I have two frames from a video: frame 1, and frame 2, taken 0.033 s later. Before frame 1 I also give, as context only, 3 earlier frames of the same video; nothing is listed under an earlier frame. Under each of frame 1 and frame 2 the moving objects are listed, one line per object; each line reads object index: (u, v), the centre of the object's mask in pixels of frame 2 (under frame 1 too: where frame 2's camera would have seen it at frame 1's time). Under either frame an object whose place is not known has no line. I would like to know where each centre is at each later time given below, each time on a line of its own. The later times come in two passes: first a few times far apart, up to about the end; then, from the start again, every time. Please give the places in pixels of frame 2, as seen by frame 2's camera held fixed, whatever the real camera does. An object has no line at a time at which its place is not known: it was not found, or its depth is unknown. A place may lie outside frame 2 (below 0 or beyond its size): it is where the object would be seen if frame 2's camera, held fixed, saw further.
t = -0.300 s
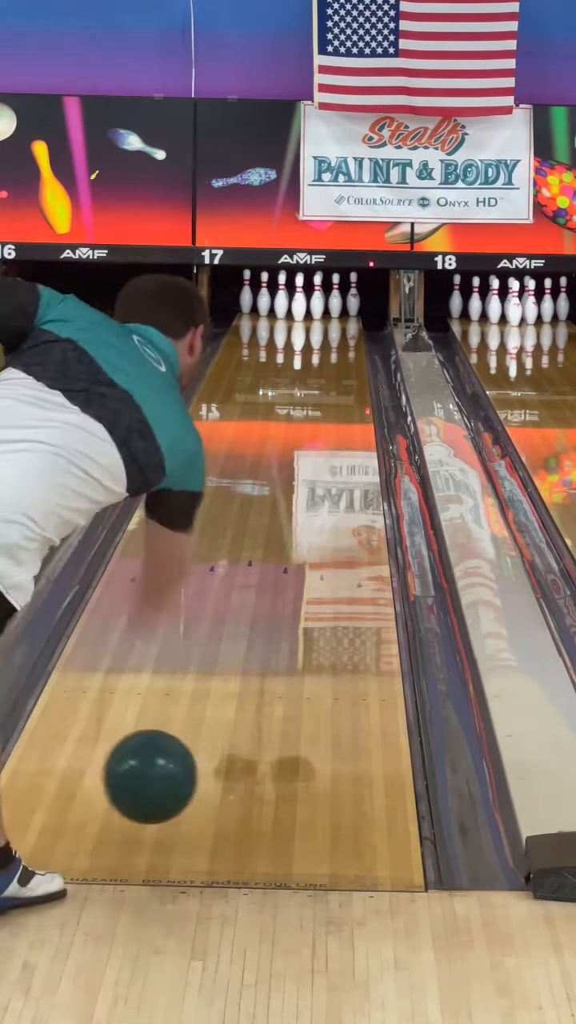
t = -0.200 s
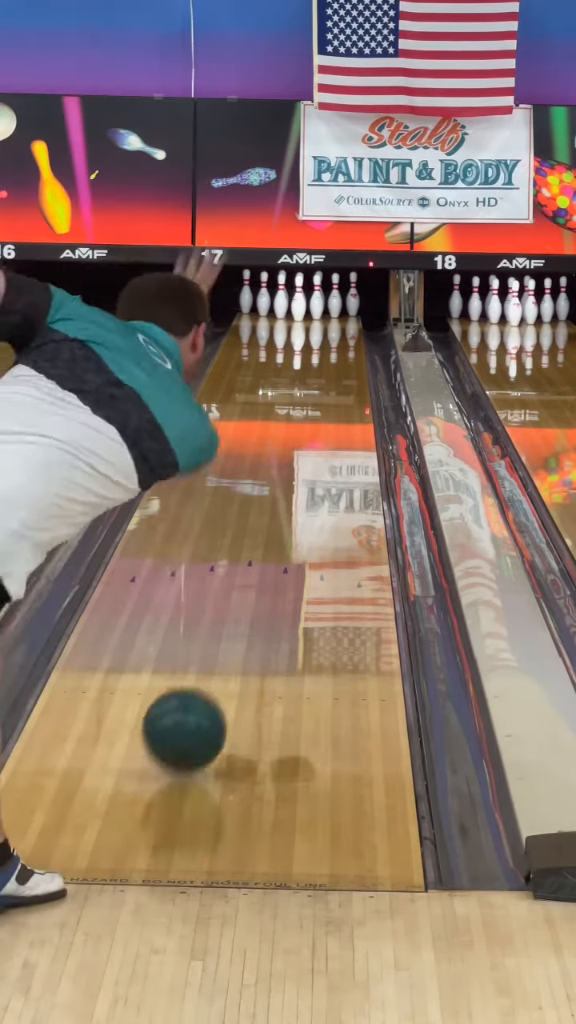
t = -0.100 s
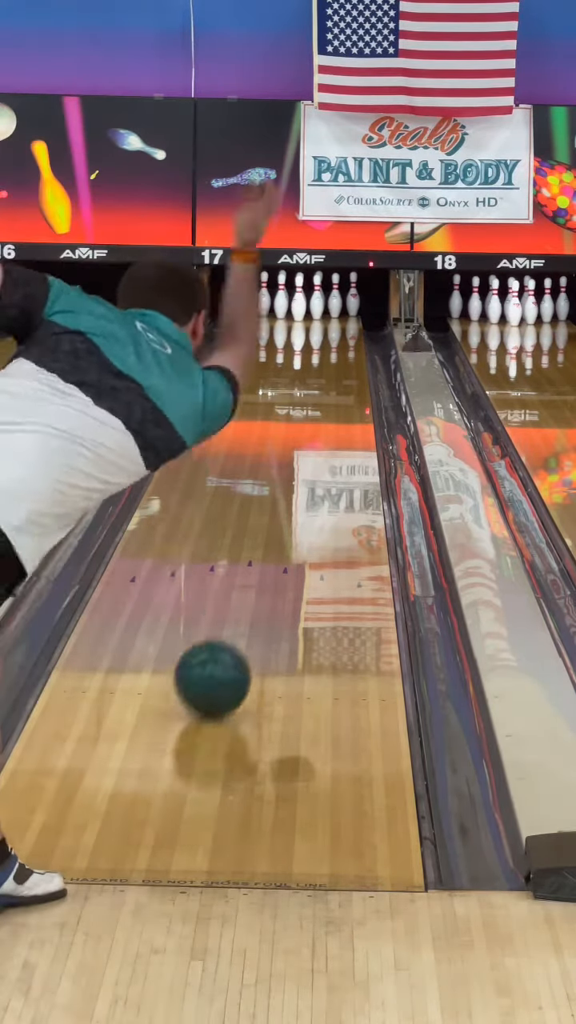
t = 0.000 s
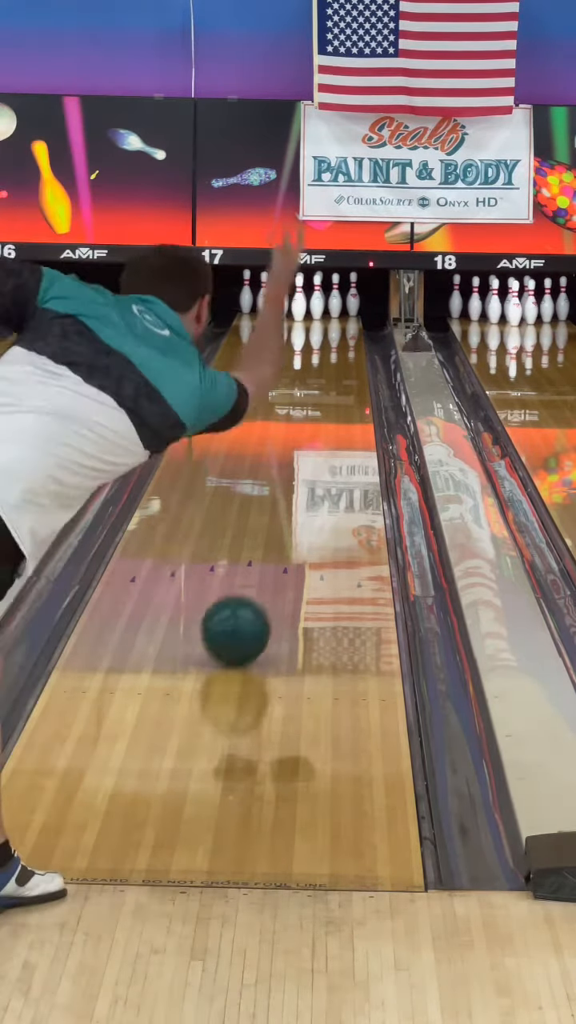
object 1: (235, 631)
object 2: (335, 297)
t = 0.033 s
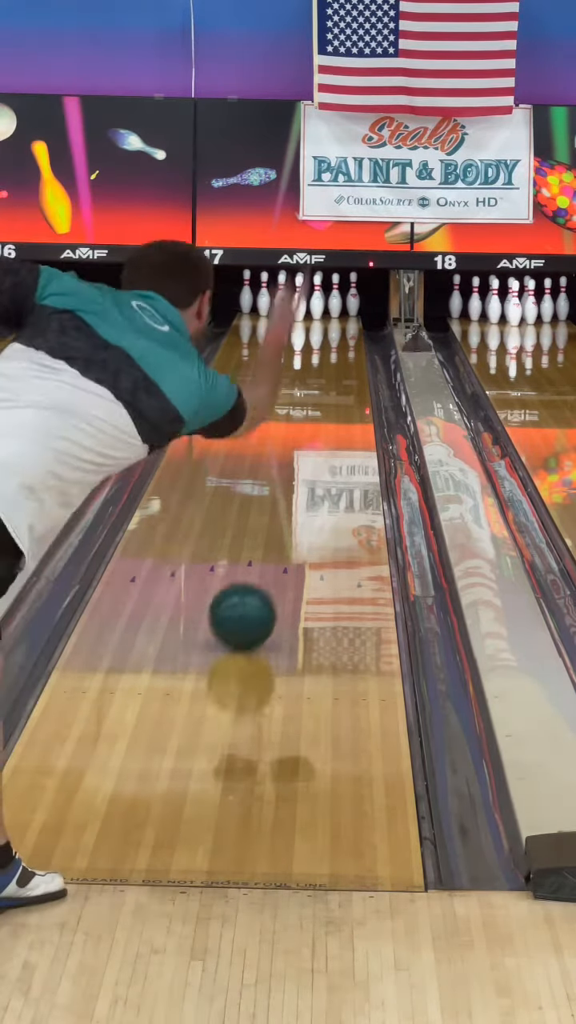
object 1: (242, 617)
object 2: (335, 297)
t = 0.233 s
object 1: (275, 548)
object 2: (335, 297)
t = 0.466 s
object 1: (302, 488)
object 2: (335, 297)
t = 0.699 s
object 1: (321, 443)
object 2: (335, 297)
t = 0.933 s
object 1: (334, 408)
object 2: (335, 297)
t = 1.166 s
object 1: (342, 381)
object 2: (335, 297)
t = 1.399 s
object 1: (345, 359)
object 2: (335, 297)
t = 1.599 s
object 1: (342, 342)
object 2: (335, 297)
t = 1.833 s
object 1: (332, 326)
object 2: (335, 295)
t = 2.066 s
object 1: (313, 312)
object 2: (335, 297)
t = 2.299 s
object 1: (306, 305)
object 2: (367, 296)
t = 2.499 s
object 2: (365, 308)
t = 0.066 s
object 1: (248, 603)
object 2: (335, 297)
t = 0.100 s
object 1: (254, 591)
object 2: (335, 297)
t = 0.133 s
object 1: (260, 580)
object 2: (335, 297)
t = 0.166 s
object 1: (265, 569)
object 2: (335, 297)
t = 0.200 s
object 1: (270, 558)
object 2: (335, 297)
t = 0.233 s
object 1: (275, 548)
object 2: (335, 297)
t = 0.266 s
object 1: (279, 538)
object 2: (335, 297)
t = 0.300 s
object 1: (283, 529)
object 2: (335, 297)
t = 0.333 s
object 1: (287, 520)
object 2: (335, 297)
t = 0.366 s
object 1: (291, 512)
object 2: (335, 297)
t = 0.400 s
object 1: (295, 503)
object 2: (335, 297)
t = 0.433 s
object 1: (299, 496)
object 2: (335, 297)
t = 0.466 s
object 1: (302, 488)
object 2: (335, 297)
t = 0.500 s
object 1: (305, 481)
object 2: (335, 297)
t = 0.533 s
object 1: (308, 474)
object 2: (335, 297)
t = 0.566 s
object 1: (311, 467)
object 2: (335, 297)
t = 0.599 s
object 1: (314, 461)
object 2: (335, 297)
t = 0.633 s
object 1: (316, 454)
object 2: (335, 297)
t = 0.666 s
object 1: (319, 449)
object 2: (335, 297)
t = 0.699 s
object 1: (321, 443)
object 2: (335, 297)
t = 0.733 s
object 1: (323, 438)
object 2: (335, 297)
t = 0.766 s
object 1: (325, 432)
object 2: (335, 297)
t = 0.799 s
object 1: (327, 427)
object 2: (335, 297)
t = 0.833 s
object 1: (329, 422)
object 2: (335, 297)
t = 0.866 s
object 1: (331, 418)
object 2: (335, 297)
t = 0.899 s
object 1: (332, 413)
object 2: (335, 297)
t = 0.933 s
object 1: (334, 408)
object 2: (335, 297)
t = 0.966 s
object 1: (336, 404)
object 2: (335, 297)
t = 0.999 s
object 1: (337, 401)
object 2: (335, 297)
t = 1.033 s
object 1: (338, 396)
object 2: (335, 297)
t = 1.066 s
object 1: (340, 392)
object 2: (335, 297)
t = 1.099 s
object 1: (340, 389)
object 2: (335, 297)
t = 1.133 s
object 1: (341, 385)
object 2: (335, 297)
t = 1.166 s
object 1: (342, 381)
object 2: (335, 297)
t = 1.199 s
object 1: (343, 378)
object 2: (335, 297)
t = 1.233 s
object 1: (344, 374)
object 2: (335, 297)
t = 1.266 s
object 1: (344, 371)
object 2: (335, 297)
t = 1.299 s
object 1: (344, 368)
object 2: (335, 297)
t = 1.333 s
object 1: (345, 365)
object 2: (335, 297)
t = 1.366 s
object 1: (345, 363)
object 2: (335, 297)
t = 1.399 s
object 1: (345, 359)
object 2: (335, 297)
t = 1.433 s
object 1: (345, 356)
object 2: (335, 297)
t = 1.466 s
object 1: (344, 353)
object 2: (335, 297)
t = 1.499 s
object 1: (344, 350)
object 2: (335, 297)
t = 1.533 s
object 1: (344, 348)
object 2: (335, 297)
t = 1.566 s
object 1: (343, 345)
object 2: (335, 297)
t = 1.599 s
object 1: (342, 342)
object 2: (335, 297)
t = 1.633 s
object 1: (341, 340)
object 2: (335, 297)
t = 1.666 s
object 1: (340, 337)
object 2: (335, 297)
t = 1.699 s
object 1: (339, 335)
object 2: (335, 297)
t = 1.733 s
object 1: (337, 333)
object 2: (335, 297)
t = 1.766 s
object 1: (336, 331)
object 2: (335, 297)
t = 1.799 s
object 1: (334, 328)
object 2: (335, 296)
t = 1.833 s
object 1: (332, 326)
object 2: (335, 295)
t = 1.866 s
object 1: (330, 323)
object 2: (335, 294)
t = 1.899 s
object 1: (327, 321)
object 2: (335, 294)
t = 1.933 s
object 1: (325, 319)
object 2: (335, 294)
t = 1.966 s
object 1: (322, 318)
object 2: (335, 296)
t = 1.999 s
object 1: (319, 315)
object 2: (335, 296)
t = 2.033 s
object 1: (316, 313)
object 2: (335, 297)
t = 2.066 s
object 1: (313, 312)
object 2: (335, 297)
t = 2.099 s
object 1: (310, 310)
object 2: (335, 297)
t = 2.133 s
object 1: (310, 308)
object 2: (335, 297)
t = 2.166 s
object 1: (309, 308)
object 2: (335, 297)
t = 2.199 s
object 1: (307, 307)
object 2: (339, 298)
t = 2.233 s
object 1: (307, 307)
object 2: (347, 297)
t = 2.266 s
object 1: (307, 305)
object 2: (360, 296)
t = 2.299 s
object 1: (306, 305)
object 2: (367, 296)
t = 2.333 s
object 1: (306, 304)
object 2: (363, 295)
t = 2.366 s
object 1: (307, 303)
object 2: (362, 295)
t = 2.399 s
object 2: (363, 297)
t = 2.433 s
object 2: (364, 300)
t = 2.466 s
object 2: (365, 304)
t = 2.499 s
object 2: (365, 308)
